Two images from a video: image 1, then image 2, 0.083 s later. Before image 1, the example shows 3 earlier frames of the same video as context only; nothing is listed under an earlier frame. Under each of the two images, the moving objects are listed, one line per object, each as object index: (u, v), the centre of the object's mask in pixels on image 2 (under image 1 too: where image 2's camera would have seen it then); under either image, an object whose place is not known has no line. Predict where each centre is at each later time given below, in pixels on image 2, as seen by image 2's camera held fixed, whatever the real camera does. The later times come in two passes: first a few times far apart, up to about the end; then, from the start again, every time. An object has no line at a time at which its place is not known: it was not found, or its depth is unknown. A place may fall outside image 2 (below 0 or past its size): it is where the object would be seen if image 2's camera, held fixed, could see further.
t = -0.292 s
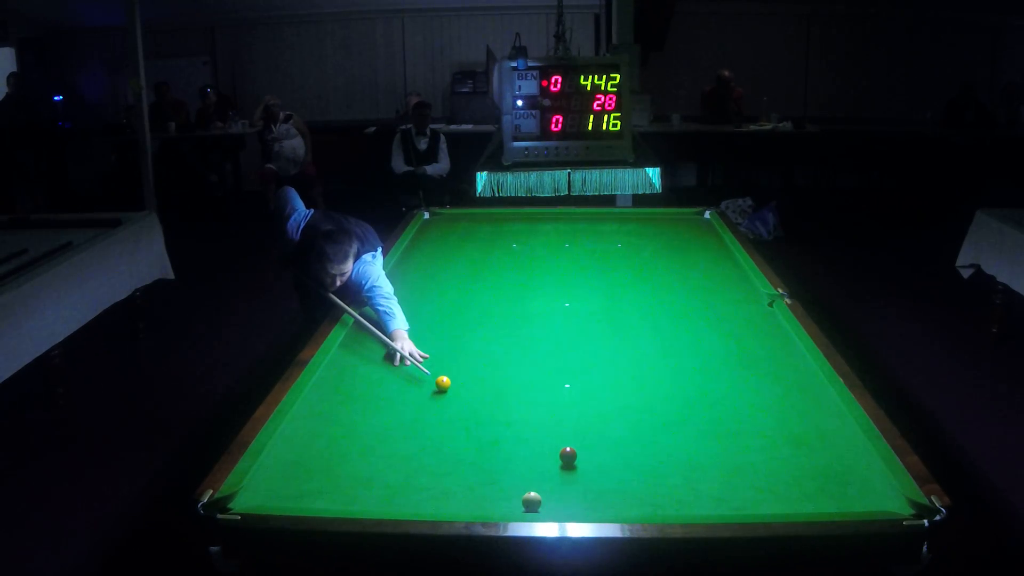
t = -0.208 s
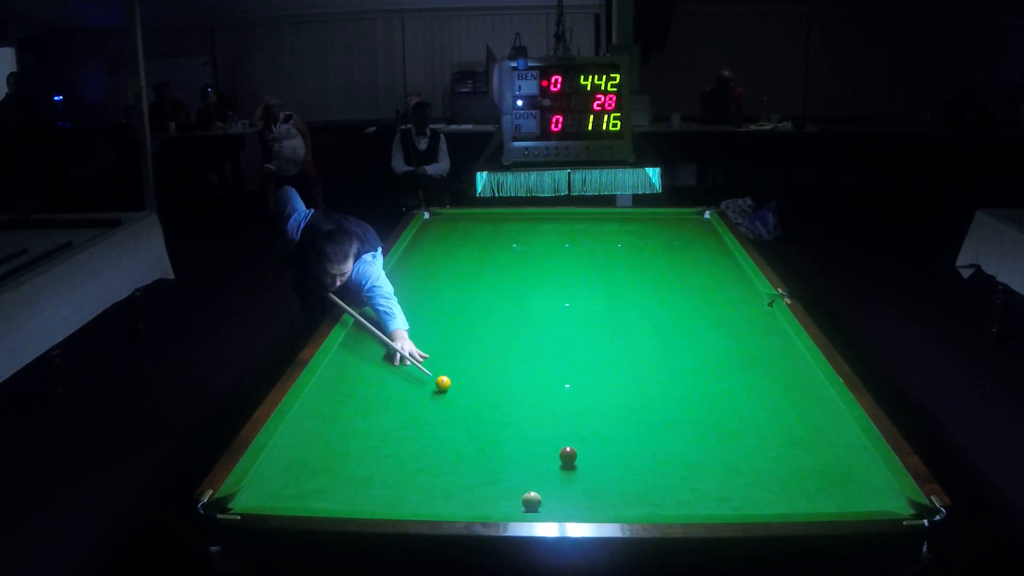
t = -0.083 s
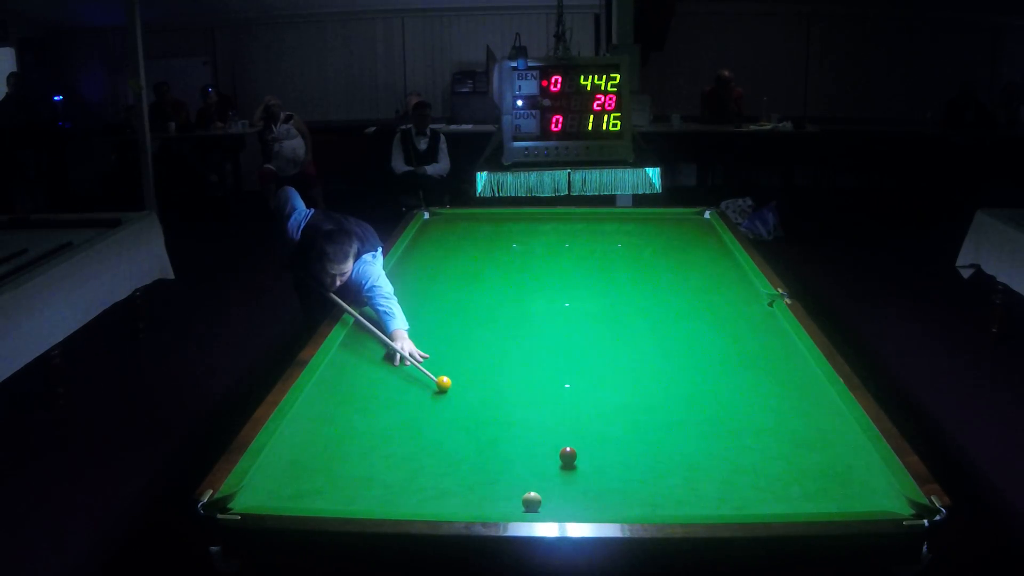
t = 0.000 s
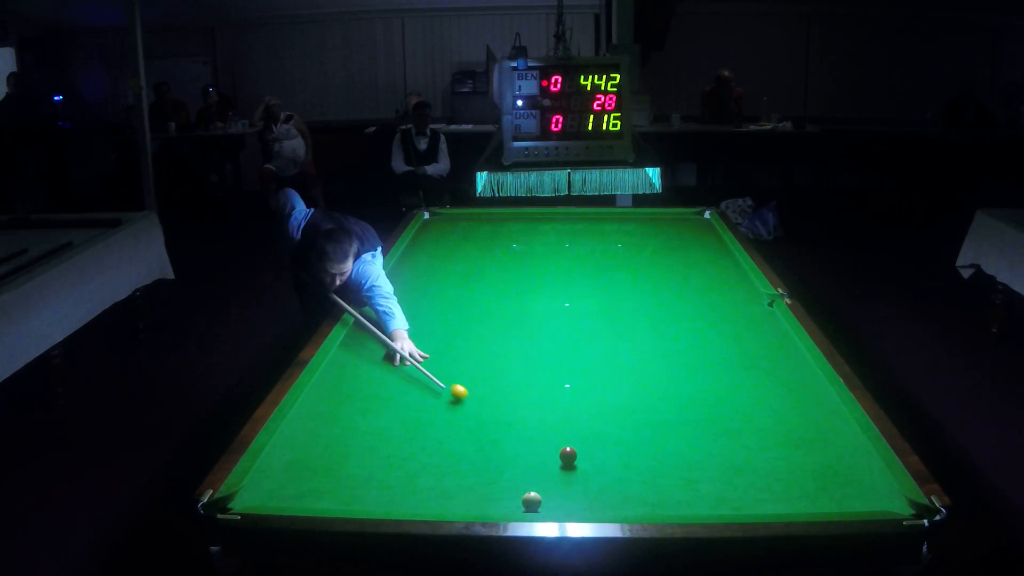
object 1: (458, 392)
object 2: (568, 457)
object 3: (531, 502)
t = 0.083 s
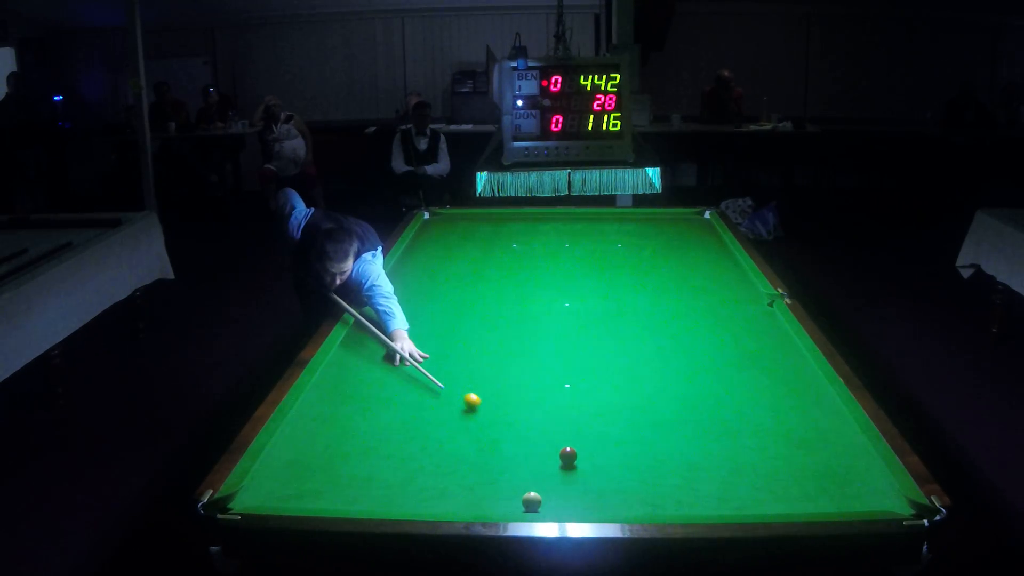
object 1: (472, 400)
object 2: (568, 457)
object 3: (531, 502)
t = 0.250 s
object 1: (498, 417)
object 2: (568, 457)
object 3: (531, 502)
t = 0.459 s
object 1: (533, 439)
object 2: (568, 457)
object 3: (531, 502)
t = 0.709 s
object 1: (549, 463)
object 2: (595, 462)
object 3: (531, 502)
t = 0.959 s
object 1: (548, 483)
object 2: (633, 469)
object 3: (532, 502)
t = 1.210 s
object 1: (552, 500)
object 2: (671, 476)
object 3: (526, 504)
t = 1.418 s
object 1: (562, 508)
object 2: (702, 482)
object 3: (517, 506)
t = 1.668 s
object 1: (567, 503)
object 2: (737, 488)
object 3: (509, 506)
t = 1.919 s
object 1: (571, 497)
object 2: (770, 494)
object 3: (504, 505)
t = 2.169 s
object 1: (575, 491)
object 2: (802, 499)
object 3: (501, 504)
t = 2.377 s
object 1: (577, 488)
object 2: (826, 502)
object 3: (499, 503)
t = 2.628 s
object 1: (579, 484)
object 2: (854, 504)
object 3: (499, 503)
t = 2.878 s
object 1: (580, 482)
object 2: (874, 504)
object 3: (499, 503)
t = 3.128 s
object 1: (581, 481)
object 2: (890, 503)
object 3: (499, 503)
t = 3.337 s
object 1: (581, 481)
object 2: (901, 503)
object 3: (499, 503)
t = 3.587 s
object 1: (581, 481)
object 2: (897, 504)
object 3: (499, 503)
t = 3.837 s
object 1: (581, 481)
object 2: (894, 504)
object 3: (499, 503)
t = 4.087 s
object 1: (581, 481)
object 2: (894, 504)
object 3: (499, 503)
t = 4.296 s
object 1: (581, 481)
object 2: (894, 504)
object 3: (499, 503)
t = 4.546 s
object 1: (581, 481)
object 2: (894, 504)
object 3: (499, 503)
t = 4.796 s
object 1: (581, 481)
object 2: (894, 504)
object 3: (499, 503)
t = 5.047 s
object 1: (581, 481)
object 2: (894, 504)
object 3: (499, 503)
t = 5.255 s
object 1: (581, 481)
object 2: (894, 504)
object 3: (499, 503)
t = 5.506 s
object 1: (581, 481)
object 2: (894, 504)
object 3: (499, 503)
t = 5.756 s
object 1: (581, 481)
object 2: (894, 504)
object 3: (499, 503)
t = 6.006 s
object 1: (581, 481)
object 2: (894, 504)
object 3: (499, 503)
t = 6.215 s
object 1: (581, 481)
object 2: (894, 504)
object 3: (499, 503)
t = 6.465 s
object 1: (581, 481)
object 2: (894, 504)
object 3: (499, 503)
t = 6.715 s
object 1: (581, 481)
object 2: (894, 504)
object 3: (499, 503)
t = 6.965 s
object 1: (581, 481)
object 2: (894, 504)
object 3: (499, 503)
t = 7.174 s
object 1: (581, 481)
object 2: (894, 504)
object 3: (499, 503)
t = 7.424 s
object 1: (581, 481)
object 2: (894, 504)
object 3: (499, 503)
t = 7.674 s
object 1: (581, 481)
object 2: (894, 504)
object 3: (499, 502)
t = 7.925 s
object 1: (581, 481)
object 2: (894, 504)
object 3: (499, 503)
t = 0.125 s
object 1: (478, 404)
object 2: (568, 457)
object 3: (531, 502)
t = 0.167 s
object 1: (485, 409)
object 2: (568, 457)
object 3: (531, 502)
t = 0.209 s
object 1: (491, 413)
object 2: (568, 457)
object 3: (531, 502)
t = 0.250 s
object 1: (498, 417)
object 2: (568, 457)
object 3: (531, 502)
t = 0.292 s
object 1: (505, 421)
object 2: (568, 457)
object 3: (531, 502)
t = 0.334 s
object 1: (511, 426)
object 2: (568, 457)
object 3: (531, 502)
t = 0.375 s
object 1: (518, 430)
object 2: (568, 457)
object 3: (531, 502)
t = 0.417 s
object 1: (526, 435)
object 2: (568, 457)
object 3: (531, 502)
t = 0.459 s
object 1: (533, 439)
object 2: (568, 457)
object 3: (531, 502)
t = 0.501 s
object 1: (540, 444)
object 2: (568, 456)
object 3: (531, 502)
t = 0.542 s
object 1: (547, 448)
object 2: (568, 456)
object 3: (531, 502)
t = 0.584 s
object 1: (550, 454)
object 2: (573, 457)
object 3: (531, 502)
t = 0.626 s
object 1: (549, 456)
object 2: (581, 459)
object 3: (531, 502)
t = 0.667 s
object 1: (549, 460)
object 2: (588, 460)
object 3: (531, 502)
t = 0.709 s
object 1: (549, 463)
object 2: (595, 462)
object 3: (531, 502)
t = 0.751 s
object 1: (549, 466)
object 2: (601, 463)
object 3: (531, 502)
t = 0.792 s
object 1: (548, 470)
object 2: (607, 464)
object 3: (531, 502)
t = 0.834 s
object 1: (548, 473)
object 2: (614, 466)
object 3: (531, 502)
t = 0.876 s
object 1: (548, 476)
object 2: (621, 467)
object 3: (531, 502)
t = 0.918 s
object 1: (548, 479)
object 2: (627, 468)
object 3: (531, 502)
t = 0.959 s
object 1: (548, 483)
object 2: (633, 469)
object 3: (532, 502)
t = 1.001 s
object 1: (548, 486)
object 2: (640, 470)
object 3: (532, 502)
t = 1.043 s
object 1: (547, 489)
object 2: (646, 472)
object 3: (532, 502)
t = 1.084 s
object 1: (548, 492)
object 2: (652, 473)
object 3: (532, 502)
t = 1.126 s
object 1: (548, 495)
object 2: (659, 474)
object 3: (530, 502)
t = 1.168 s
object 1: (550, 498)
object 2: (665, 475)
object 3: (528, 503)
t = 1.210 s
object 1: (552, 500)
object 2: (671, 476)
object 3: (526, 504)
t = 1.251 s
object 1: (554, 502)
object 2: (677, 477)
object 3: (524, 504)
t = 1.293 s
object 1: (556, 504)
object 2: (683, 479)
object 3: (523, 505)
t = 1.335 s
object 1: (558, 505)
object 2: (690, 480)
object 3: (521, 505)
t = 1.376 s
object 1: (560, 506)
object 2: (696, 481)
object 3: (519, 506)
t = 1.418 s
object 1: (562, 508)
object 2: (702, 482)
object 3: (517, 506)
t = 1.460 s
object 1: (563, 507)
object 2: (708, 483)
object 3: (515, 507)
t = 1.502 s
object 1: (564, 506)
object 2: (713, 484)
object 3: (513, 507)
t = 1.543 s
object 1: (565, 506)
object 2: (719, 485)
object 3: (512, 507)
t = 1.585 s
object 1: (566, 505)
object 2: (725, 486)
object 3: (511, 507)
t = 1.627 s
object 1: (566, 504)
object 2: (731, 487)
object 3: (510, 506)
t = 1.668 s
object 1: (567, 503)
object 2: (737, 488)
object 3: (509, 506)
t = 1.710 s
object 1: (568, 503)
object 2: (742, 489)
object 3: (508, 506)
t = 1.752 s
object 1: (569, 502)
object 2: (748, 490)
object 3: (508, 505)
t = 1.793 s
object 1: (569, 501)
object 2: (754, 491)
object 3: (507, 505)
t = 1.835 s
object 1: (570, 499)
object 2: (759, 492)
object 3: (506, 505)
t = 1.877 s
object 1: (571, 498)
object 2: (765, 493)
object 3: (505, 505)
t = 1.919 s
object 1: (571, 497)
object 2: (770, 494)
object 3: (504, 505)
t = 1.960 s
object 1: (572, 495)
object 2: (775, 495)
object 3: (504, 504)
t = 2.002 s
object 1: (573, 495)
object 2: (781, 496)
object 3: (503, 504)
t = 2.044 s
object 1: (573, 494)
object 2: (786, 497)
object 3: (502, 504)
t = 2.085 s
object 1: (574, 493)
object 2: (791, 497)
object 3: (502, 504)
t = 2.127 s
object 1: (575, 492)
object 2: (796, 498)
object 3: (501, 504)
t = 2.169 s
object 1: (575, 491)
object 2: (802, 499)
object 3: (501, 504)
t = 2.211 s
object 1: (575, 490)
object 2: (807, 500)
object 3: (501, 503)
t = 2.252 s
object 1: (576, 489)
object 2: (812, 501)
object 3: (500, 503)
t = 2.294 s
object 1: (576, 489)
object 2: (817, 501)
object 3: (500, 503)
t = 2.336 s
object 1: (577, 488)
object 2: (822, 502)
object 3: (500, 503)
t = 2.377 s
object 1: (577, 488)
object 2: (826, 502)
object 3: (499, 503)
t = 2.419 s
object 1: (577, 487)
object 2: (831, 503)
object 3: (499, 503)
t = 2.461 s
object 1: (578, 486)
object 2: (836, 503)
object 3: (499, 503)
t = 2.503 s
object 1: (578, 486)
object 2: (840, 504)
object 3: (499, 503)
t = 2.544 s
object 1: (578, 485)
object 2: (845, 504)
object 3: (499, 503)
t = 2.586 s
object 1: (579, 485)
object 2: (850, 504)
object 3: (499, 503)
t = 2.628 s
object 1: (579, 484)
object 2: (854, 504)
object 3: (499, 503)
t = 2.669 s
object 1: (579, 484)
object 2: (858, 505)
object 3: (499, 503)
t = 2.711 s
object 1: (580, 483)
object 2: (863, 505)
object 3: (499, 503)
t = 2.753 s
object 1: (580, 483)
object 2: (866, 505)
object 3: (499, 503)
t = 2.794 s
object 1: (580, 483)
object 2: (869, 505)
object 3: (499, 503)
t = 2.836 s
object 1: (580, 482)
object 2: (872, 505)
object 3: (499, 503)
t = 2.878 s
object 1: (580, 482)
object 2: (874, 504)
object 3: (499, 503)
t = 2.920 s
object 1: (581, 482)
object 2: (877, 504)
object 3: (499, 503)
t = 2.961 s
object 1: (581, 481)
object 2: (880, 504)
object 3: (499, 503)
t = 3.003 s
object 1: (581, 481)
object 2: (882, 504)
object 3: (499, 503)
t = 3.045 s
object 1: (581, 481)
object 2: (885, 503)
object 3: (499, 503)
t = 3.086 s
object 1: (581, 481)
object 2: (887, 503)
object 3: (499, 503)
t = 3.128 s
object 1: (581, 481)
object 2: (890, 503)
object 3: (499, 503)
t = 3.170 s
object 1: (581, 481)
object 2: (892, 503)
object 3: (499, 503)
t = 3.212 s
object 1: (581, 481)
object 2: (895, 503)
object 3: (499, 503)
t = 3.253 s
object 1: (581, 481)
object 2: (897, 503)
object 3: (499, 503)
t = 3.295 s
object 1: (581, 481)
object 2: (899, 503)
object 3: (499, 503)
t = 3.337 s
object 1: (581, 481)
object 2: (901, 503)
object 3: (499, 503)
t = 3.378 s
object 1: (581, 481)
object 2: (900, 503)
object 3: (499, 503)
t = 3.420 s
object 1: (581, 481)
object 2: (899, 503)
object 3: (499, 503)
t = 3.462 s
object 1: (581, 481)
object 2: (898, 503)
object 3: (499, 503)
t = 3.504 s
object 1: (581, 481)
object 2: (898, 503)
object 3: (499, 503)
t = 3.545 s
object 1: (581, 481)
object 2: (897, 504)
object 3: (499, 503)
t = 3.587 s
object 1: (581, 481)
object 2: (897, 504)
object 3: (499, 503)
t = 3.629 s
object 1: (581, 481)
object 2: (896, 504)
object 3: (499, 503)
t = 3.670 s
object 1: (581, 481)
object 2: (896, 504)
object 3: (499, 503)
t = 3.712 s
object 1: (581, 481)
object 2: (895, 504)
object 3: (499, 503)
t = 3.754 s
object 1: (581, 481)
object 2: (895, 504)
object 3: (499, 503)
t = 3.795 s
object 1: (581, 481)
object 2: (895, 504)
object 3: (499, 503)
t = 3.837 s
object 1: (581, 481)
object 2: (894, 504)
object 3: (499, 503)
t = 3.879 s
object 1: (581, 481)
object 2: (894, 504)
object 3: (499, 502)
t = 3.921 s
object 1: (581, 481)
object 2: (894, 504)
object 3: (499, 503)
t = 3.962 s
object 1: (581, 481)
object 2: (894, 504)
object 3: (499, 503)
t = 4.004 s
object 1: (581, 481)
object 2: (894, 504)
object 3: (499, 503)
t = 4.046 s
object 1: (581, 481)
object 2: (894, 504)
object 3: (499, 503)
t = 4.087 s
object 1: (581, 481)
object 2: (894, 504)
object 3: (499, 503)
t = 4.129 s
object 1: (581, 481)
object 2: (893, 504)
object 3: (499, 503)
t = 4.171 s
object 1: (581, 481)
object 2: (893, 504)
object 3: (499, 503)
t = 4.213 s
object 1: (581, 481)
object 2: (893, 504)
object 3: (499, 502)
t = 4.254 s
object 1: (581, 481)
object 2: (893, 504)
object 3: (499, 502)
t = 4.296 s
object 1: (581, 481)
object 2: (894, 504)
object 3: (499, 503)
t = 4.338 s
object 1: (581, 481)
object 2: (893, 504)
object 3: (499, 503)
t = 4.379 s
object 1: (581, 481)
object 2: (894, 504)
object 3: (499, 503)
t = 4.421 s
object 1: (581, 481)
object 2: (894, 504)
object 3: (499, 502)
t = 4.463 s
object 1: (581, 481)
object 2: (894, 504)
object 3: (499, 503)
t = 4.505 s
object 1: (581, 481)
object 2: (894, 504)
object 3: (499, 503)
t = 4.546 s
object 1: (581, 481)
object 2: (894, 504)
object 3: (499, 503)
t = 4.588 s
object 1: (581, 481)
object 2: (894, 504)
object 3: (499, 502)
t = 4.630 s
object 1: (581, 481)
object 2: (894, 504)
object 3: (499, 503)
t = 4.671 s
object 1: (581, 481)
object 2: (894, 504)
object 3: (499, 503)
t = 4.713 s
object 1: (581, 481)
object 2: (894, 504)
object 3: (499, 503)
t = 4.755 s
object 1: (581, 481)
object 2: (894, 504)
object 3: (499, 503)
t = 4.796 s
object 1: (581, 481)
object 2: (894, 504)
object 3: (499, 503)
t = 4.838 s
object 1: (581, 481)
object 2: (894, 504)
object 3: (499, 503)
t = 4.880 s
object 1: (581, 481)
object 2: (894, 504)
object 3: (499, 502)
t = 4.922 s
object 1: (581, 481)
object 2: (893, 504)
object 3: (499, 503)
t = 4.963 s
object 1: (581, 481)
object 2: (894, 504)
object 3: (499, 503)
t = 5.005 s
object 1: (581, 481)
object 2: (894, 504)
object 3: (499, 503)
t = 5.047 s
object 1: (581, 481)
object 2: (894, 504)
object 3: (499, 503)
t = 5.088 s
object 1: (581, 481)
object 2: (894, 504)
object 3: (499, 503)
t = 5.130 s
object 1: (581, 481)
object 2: (894, 504)
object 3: (499, 502)
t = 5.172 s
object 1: (581, 481)
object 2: (894, 504)
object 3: (499, 502)
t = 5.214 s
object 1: (581, 481)
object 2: (894, 504)
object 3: (499, 503)
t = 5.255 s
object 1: (581, 481)
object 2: (894, 504)
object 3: (499, 503)
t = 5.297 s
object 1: (581, 481)
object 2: (894, 504)
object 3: (499, 502)
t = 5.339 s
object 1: (581, 481)
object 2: (894, 504)
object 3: (499, 502)
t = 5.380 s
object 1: (581, 481)
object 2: (894, 504)
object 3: (499, 502)
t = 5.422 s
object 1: (581, 481)
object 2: (894, 504)
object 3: (499, 503)
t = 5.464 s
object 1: (581, 481)
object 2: (894, 504)
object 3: (499, 503)
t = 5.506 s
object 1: (581, 481)
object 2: (894, 504)
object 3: (499, 503)
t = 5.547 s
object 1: (581, 481)
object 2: (894, 504)
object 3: (499, 503)
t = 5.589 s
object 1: (581, 481)
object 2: (894, 504)
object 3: (499, 503)
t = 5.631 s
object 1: (581, 481)
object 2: (894, 504)
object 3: (499, 503)
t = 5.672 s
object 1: (581, 481)
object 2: (893, 504)
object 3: (499, 503)
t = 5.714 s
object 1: (581, 481)
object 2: (894, 504)
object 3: (499, 503)
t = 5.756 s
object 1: (581, 481)
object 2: (894, 504)
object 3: (499, 503)
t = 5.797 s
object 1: (581, 481)
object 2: (894, 504)
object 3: (499, 503)
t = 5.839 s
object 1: (581, 481)
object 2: (894, 504)
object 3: (499, 503)
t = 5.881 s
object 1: (581, 481)
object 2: (894, 504)
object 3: (499, 503)
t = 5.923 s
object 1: (581, 481)
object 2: (894, 504)
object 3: (499, 503)
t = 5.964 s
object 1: (581, 481)
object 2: (894, 504)
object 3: (499, 503)
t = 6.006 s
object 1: (581, 481)
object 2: (894, 504)
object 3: (499, 503)
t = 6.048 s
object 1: (581, 481)
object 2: (894, 504)
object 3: (499, 503)
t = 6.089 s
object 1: (581, 481)
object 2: (894, 504)
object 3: (499, 503)
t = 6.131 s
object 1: (581, 481)
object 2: (894, 504)
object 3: (499, 503)
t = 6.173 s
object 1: (581, 481)
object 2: (894, 504)
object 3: (499, 503)
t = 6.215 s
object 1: (581, 481)
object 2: (894, 504)
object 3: (499, 503)
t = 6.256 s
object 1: (581, 481)
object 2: (894, 504)
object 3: (499, 503)
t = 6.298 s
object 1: (581, 481)
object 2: (894, 504)
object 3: (499, 503)
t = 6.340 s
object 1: (581, 481)
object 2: (894, 504)
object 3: (499, 502)
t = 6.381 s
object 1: (581, 481)
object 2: (894, 504)
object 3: (499, 503)
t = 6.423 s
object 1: (581, 481)
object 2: (894, 504)
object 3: (499, 503)
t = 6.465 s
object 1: (581, 481)
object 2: (894, 504)
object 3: (499, 503)
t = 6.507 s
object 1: (581, 481)
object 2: (894, 504)
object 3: (499, 503)
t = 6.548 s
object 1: (581, 481)
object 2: (894, 504)
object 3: (499, 503)
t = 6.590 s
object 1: (581, 481)
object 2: (894, 504)
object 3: (499, 502)
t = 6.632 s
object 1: (581, 481)
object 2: (894, 504)
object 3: (499, 503)
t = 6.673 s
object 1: (581, 481)
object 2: (894, 504)
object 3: (499, 502)
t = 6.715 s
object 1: (581, 481)
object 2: (894, 504)
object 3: (499, 503)
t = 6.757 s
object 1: (581, 481)
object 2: (894, 504)
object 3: (499, 502)
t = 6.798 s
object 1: (581, 481)
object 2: (894, 504)
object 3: (499, 503)
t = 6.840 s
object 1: (581, 481)
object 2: (894, 504)
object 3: (499, 503)
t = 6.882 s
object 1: (581, 481)
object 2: (894, 504)
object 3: (499, 503)
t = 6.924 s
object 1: (581, 481)
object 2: (894, 504)
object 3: (499, 503)
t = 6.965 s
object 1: (581, 481)
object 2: (894, 504)
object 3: (499, 503)
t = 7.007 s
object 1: (581, 481)
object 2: (893, 504)
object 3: (499, 503)
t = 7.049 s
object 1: (581, 481)
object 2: (894, 504)
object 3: (499, 503)
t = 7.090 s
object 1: (581, 481)
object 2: (894, 504)
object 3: (499, 503)
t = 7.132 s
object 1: (581, 481)
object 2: (894, 504)
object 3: (499, 503)
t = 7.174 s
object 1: (581, 481)
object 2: (894, 504)
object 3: (499, 503)
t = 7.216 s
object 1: (581, 481)
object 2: (894, 504)
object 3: (499, 503)
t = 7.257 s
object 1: (581, 481)
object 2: (894, 504)
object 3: (499, 503)
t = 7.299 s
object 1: (581, 481)
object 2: (894, 504)
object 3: (499, 503)
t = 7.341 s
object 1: (581, 481)
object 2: (894, 504)
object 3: (499, 503)
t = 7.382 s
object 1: (581, 481)
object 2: (894, 504)
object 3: (499, 503)
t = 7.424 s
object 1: (581, 481)
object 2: (894, 504)
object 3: (499, 503)
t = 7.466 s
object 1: (581, 481)
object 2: (894, 504)
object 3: (499, 503)
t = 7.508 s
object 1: (581, 481)
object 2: (894, 504)
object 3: (499, 503)
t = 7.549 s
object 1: (581, 481)
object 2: (894, 504)
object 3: (499, 503)
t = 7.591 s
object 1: (581, 481)
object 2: (894, 504)
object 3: (499, 503)
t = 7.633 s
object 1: (581, 481)
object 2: (894, 504)
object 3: (499, 503)
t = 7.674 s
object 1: (581, 481)
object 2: (894, 504)
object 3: (499, 502)
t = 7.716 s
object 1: (581, 481)
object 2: (894, 504)
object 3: (499, 503)
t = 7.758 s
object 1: (581, 481)
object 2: (894, 504)
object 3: (499, 502)
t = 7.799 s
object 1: (581, 481)
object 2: (894, 504)
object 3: (499, 503)
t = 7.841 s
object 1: (581, 481)
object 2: (893, 504)
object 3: (499, 502)
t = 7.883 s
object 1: (581, 481)
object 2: (894, 504)
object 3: (499, 503)
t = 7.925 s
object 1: (581, 481)
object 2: (894, 504)
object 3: (499, 503)
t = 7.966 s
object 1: (581, 481)
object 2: (893, 504)
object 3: (499, 502)
